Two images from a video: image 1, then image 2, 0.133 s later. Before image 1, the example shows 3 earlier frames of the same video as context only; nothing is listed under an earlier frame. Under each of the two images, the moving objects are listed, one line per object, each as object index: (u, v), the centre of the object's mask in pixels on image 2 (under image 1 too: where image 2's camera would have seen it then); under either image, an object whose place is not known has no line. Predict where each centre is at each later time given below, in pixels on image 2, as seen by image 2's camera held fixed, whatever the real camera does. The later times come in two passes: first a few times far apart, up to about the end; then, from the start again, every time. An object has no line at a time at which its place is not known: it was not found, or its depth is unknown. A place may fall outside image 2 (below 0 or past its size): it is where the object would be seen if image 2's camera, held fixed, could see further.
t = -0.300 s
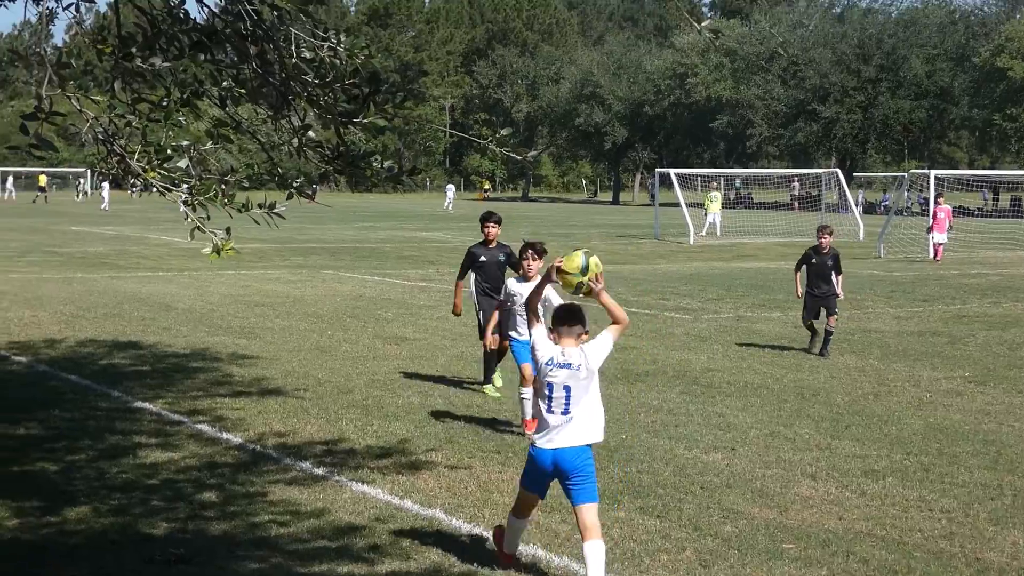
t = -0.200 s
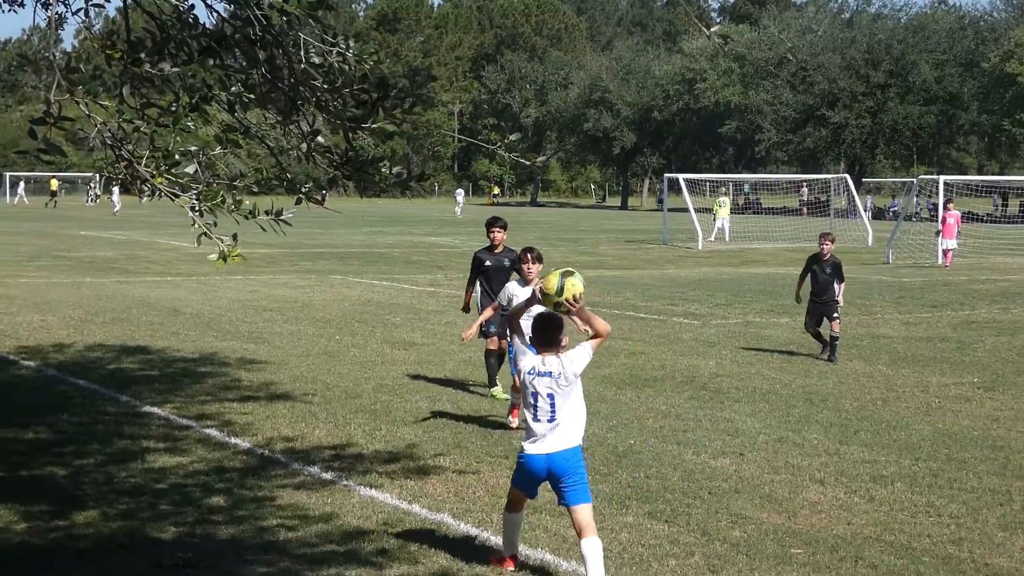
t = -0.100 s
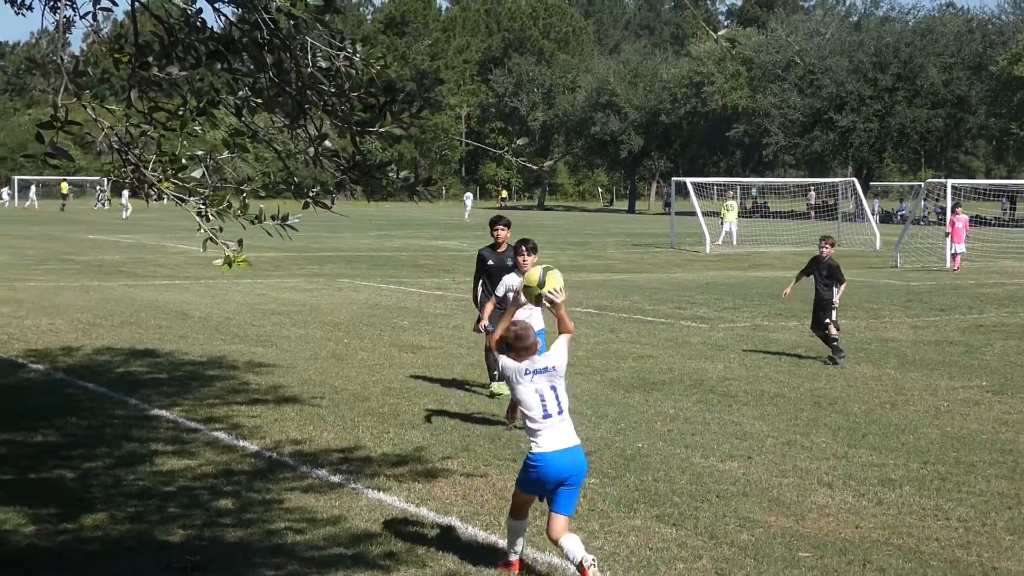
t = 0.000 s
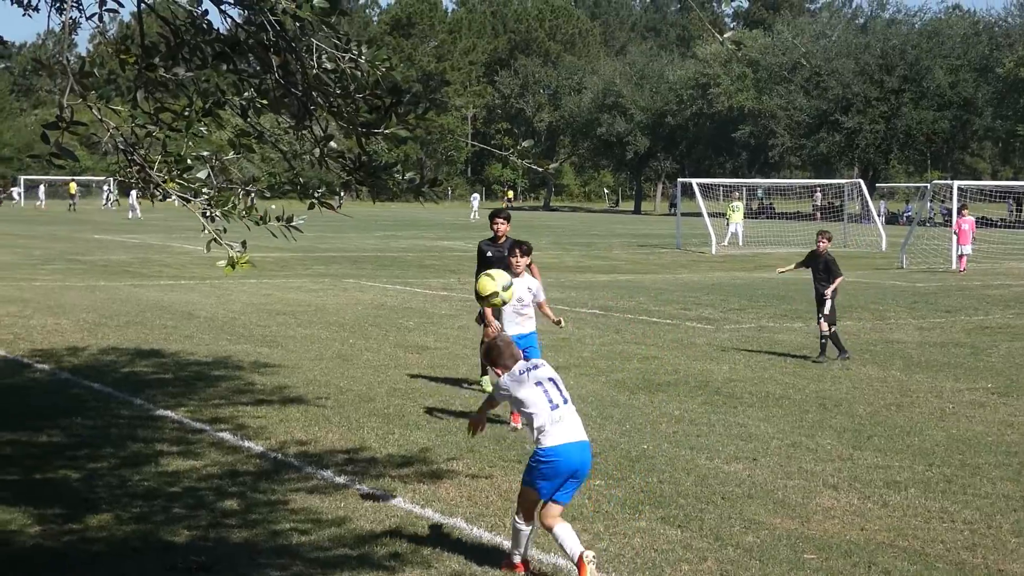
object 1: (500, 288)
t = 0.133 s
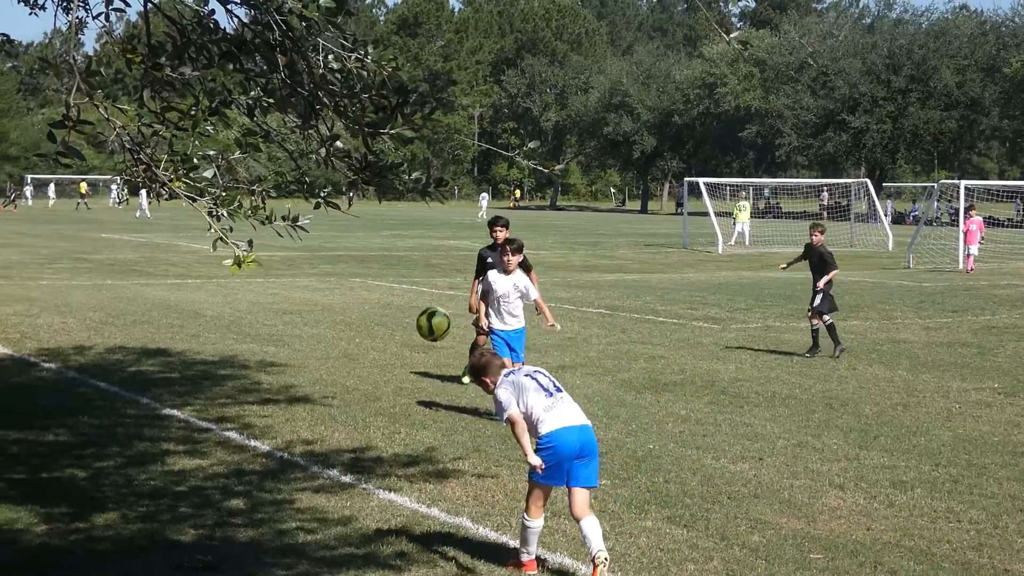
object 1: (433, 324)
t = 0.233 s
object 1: (393, 365)
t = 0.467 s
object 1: (331, 382)
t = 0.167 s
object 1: (419, 337)
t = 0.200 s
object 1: (406, 350)
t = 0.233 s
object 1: (393, 365)
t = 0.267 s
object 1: (381, 380)
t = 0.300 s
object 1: (369, 397)
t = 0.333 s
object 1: (358, 415)
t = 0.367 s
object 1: (347, 429)
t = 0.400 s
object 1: (341, 409)
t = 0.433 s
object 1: (335, 390)
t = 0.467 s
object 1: (331, 382)
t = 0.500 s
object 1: (325, 366)
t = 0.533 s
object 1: (319, 352)
